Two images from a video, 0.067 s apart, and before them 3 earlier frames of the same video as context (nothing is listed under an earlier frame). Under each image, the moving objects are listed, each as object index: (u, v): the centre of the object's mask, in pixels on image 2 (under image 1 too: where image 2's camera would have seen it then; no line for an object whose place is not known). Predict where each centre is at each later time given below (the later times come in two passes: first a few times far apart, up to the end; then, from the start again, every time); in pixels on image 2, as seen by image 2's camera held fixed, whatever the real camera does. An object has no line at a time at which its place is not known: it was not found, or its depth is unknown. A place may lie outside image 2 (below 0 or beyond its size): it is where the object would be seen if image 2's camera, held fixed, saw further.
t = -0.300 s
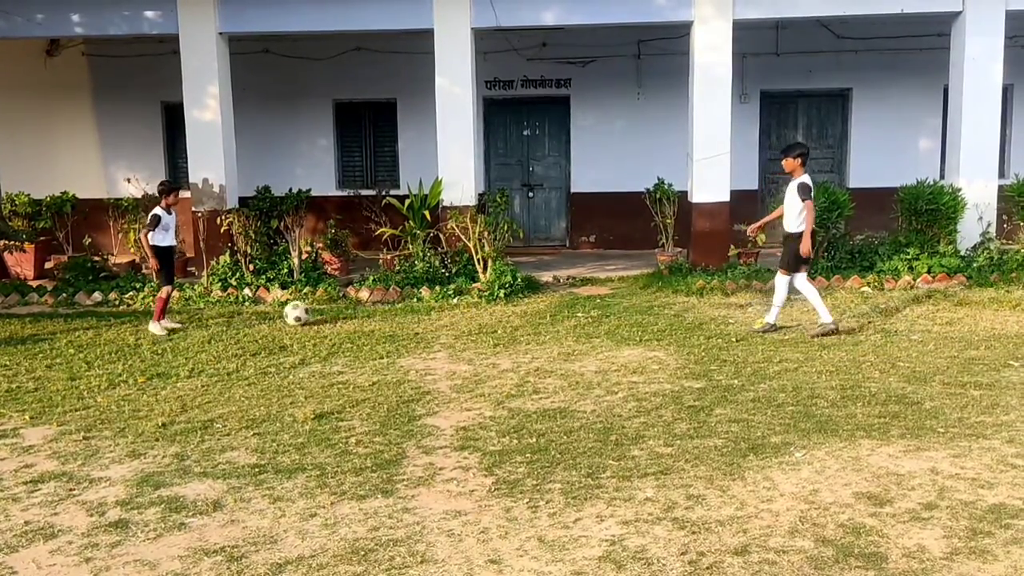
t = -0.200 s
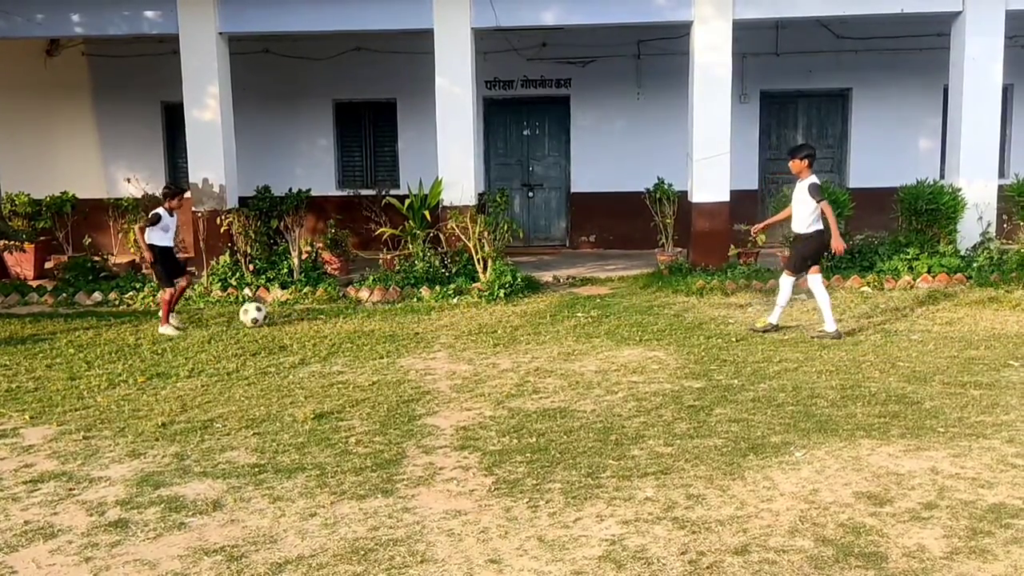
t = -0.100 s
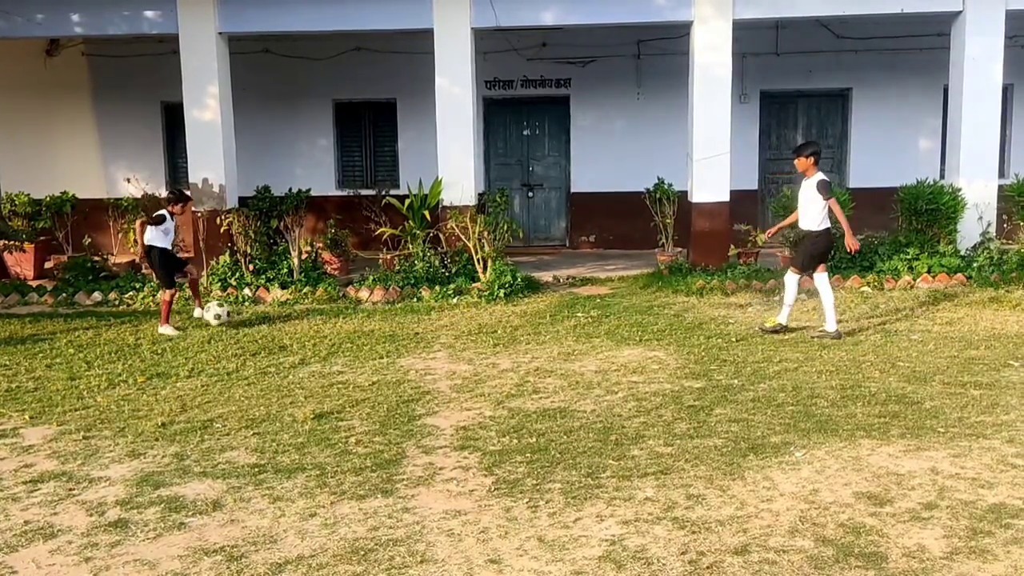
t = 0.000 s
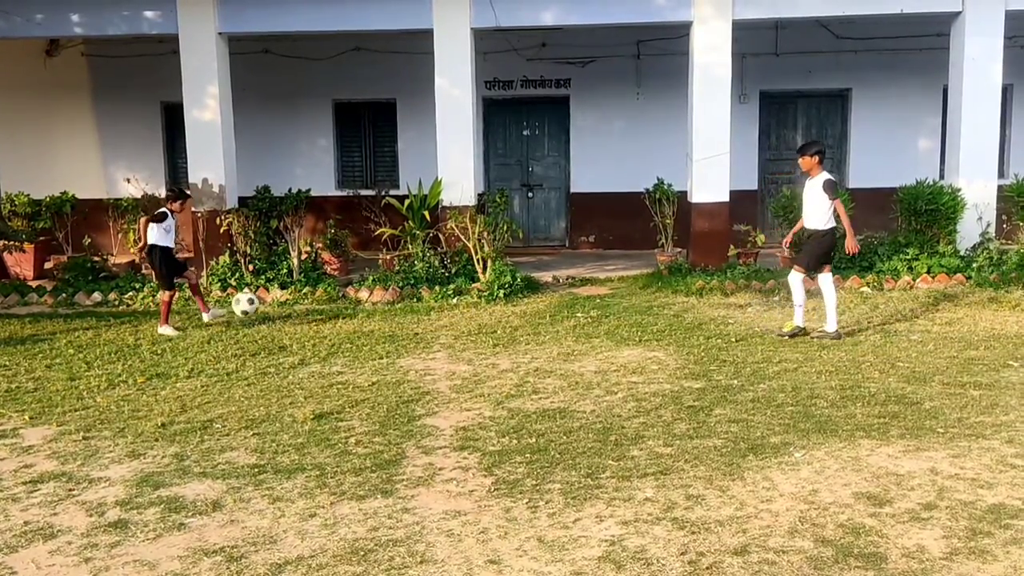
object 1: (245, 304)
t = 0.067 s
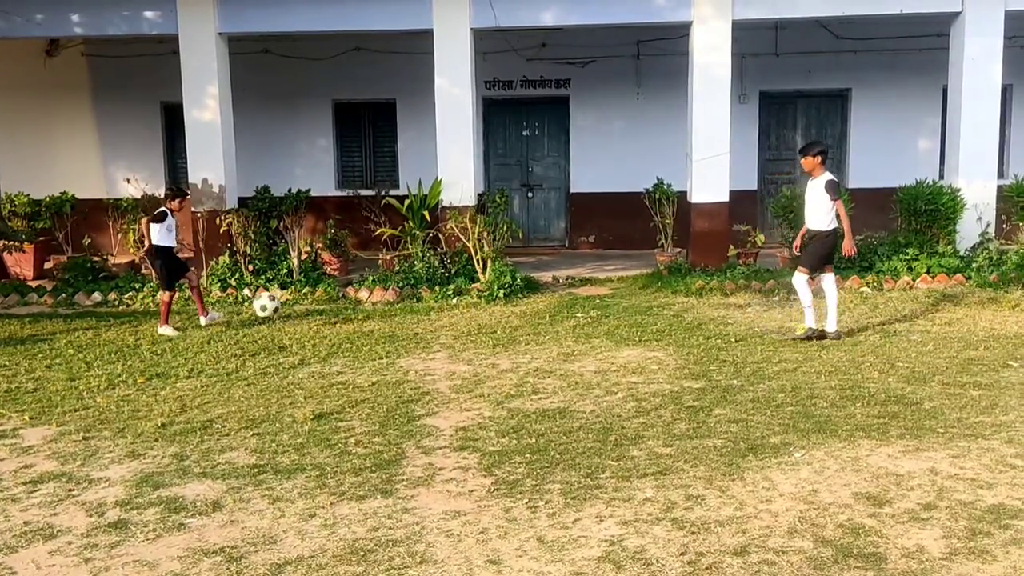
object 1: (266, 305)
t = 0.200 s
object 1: (310, 319)
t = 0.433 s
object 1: (346, 332)
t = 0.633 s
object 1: (371, 341)
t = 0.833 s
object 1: (394, 346)
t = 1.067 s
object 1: (422, 354)
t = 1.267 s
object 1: (450, 360)
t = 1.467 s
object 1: (476, 367)
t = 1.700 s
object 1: (505, 374)
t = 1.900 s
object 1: (532, 380)
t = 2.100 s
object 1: (558, 389)
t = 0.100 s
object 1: (276, 305)
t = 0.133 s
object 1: (288, 309)
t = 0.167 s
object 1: (300, 314)
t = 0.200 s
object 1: (310, 319)
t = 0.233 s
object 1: (321, 327)
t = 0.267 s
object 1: (328, 328)
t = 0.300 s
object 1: (331, 325)
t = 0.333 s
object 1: (335, 324)
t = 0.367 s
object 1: (339, 325)
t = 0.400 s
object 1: (342, 328)
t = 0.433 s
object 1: (346, 332)
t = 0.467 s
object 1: (350, 336)
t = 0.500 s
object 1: (354, 336)
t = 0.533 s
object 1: (358, 335)
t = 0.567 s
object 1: (362, 335)
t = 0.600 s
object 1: (366, 338)
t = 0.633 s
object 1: (371, 341)
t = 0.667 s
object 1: (374, 342)
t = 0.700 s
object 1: (378, 343)
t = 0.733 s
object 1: (382, 344)
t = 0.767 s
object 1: (386, 345)
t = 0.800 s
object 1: (390, 346)
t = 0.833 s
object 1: (394, 346)
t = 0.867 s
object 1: (398, 348)
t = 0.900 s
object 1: (403, 349)
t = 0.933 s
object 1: (406, 350)
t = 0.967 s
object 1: (410, 351)
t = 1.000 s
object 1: (415, 352)
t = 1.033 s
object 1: (418, 353)
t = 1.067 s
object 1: (422, 354)
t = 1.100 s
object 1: (427, 357)
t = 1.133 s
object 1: (432, 356)
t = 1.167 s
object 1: (436, 358)
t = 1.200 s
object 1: (441, 358)
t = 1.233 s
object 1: (446, 359)
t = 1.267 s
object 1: (450, 360)
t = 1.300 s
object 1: (453, 362)
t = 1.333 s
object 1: (458, 361)
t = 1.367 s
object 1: (463, 363)
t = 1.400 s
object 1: (467, 365)
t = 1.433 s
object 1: (471, 365)
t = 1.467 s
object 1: (476, 367)
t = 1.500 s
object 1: (480, 369)
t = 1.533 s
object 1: (484, 369)
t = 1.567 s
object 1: (489, 370)
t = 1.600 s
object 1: (492, 372)
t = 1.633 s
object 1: (497, 373)
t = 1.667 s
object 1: (501, 374)
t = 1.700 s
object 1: (505, 374)
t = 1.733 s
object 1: (509, 376)
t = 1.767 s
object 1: (513, 378)
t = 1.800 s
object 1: (518, 378)
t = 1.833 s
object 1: (523, 380)
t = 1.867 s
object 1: (528, 380)
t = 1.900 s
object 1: (532, 380)
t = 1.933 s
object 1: (537, 384)
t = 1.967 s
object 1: (541, 385)
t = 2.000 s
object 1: (545, 386)
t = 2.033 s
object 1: (550, 388)
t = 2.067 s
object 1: (554, 389)
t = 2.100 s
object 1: (558, 389)
